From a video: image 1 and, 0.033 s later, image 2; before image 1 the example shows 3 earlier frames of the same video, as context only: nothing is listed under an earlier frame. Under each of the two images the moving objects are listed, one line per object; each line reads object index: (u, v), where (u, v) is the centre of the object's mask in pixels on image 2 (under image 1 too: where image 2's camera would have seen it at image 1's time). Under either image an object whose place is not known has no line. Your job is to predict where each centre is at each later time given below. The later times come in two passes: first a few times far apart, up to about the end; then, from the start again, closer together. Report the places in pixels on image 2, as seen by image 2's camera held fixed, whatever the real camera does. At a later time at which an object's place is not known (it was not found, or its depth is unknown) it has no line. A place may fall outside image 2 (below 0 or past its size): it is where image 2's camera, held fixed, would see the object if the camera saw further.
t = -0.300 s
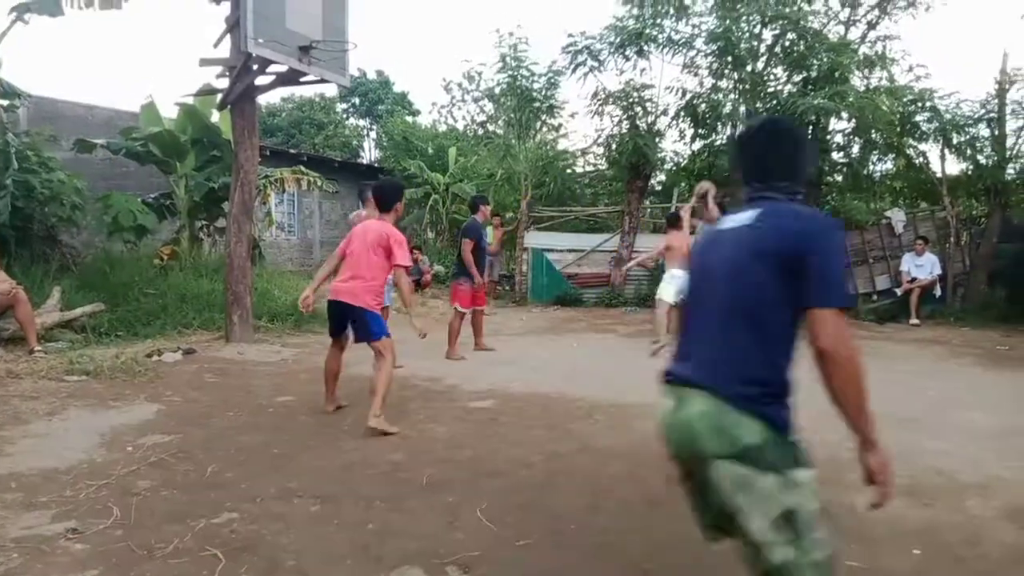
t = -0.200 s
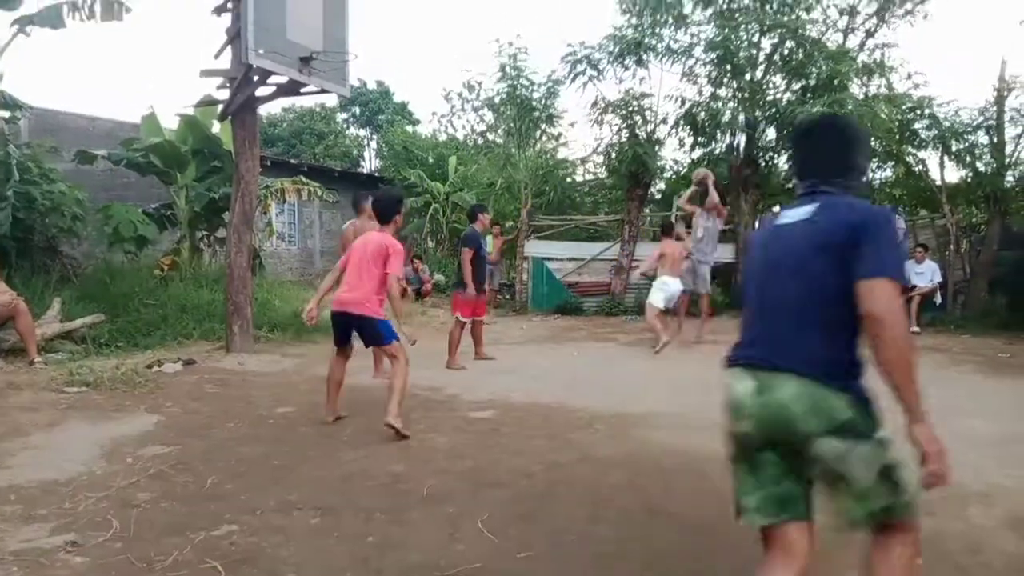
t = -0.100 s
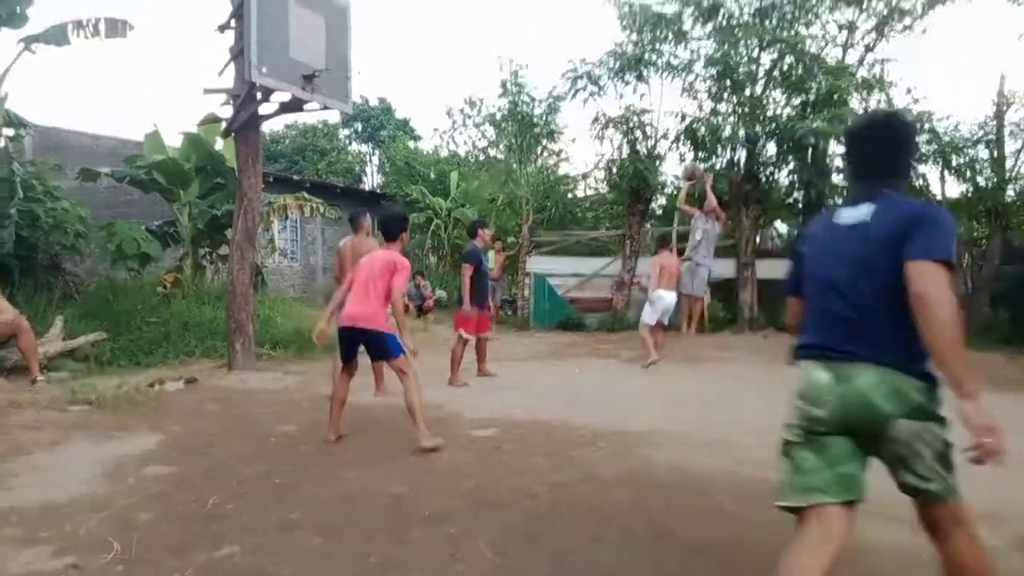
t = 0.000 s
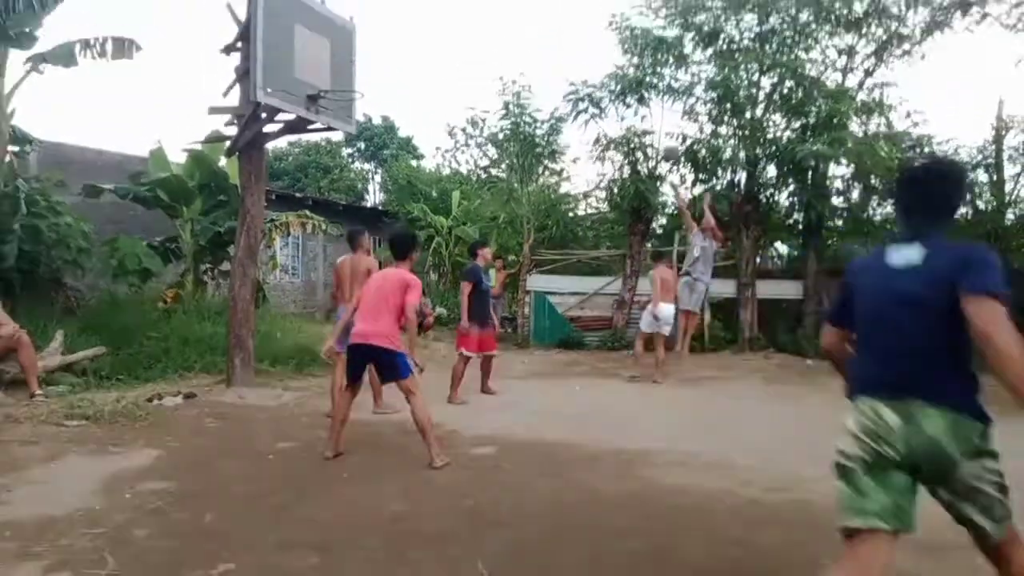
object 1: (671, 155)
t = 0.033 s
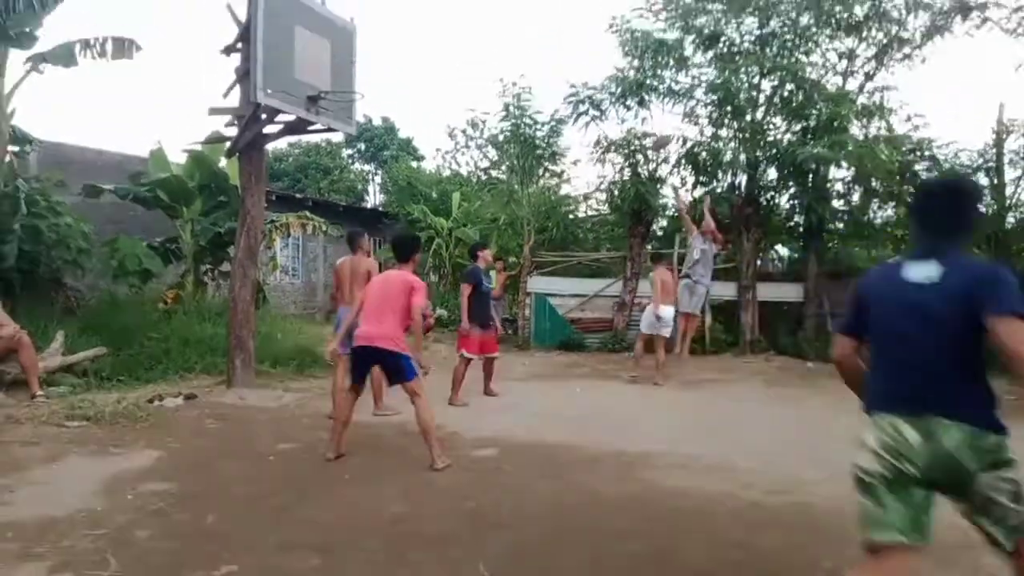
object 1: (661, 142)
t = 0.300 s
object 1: (581, 52)
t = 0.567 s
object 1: (491, 19)
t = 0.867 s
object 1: (378, 61)
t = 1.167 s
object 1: (311, 40)
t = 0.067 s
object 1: (652, 129)
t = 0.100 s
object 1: (641, 112)
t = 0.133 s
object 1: (632, 100)
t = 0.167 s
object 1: (623, 90)
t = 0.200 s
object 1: (612, 79)
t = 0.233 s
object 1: (601, 70)
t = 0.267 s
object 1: (591, 60)
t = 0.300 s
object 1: (581, 52)
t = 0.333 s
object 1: (570, 44)
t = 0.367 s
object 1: (558, 37)
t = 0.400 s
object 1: (548, 32)
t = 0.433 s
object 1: (538, 28)
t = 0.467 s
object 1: (526, 24)
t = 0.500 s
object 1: (515, 21)
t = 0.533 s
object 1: (503, 20)
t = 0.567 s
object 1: (491, 19)
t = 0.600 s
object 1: (479, 19)
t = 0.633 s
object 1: (467, 20)
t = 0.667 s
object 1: (455, 22)
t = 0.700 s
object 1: (443, 26)
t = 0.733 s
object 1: (431, 31)
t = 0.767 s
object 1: (418, 38)
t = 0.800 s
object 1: (405, 45)
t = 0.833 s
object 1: (392, 52)
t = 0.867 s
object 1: (378, 61)
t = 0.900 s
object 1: (365, 73)
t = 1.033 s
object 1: (324, 66)
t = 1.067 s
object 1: (315, 58)
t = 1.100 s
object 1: (310, 52)
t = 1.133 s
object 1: (311, 45)
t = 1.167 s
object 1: (311, 40)
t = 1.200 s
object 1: (310, 36)
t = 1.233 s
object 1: (310, 31)
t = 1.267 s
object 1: (311, 30)
